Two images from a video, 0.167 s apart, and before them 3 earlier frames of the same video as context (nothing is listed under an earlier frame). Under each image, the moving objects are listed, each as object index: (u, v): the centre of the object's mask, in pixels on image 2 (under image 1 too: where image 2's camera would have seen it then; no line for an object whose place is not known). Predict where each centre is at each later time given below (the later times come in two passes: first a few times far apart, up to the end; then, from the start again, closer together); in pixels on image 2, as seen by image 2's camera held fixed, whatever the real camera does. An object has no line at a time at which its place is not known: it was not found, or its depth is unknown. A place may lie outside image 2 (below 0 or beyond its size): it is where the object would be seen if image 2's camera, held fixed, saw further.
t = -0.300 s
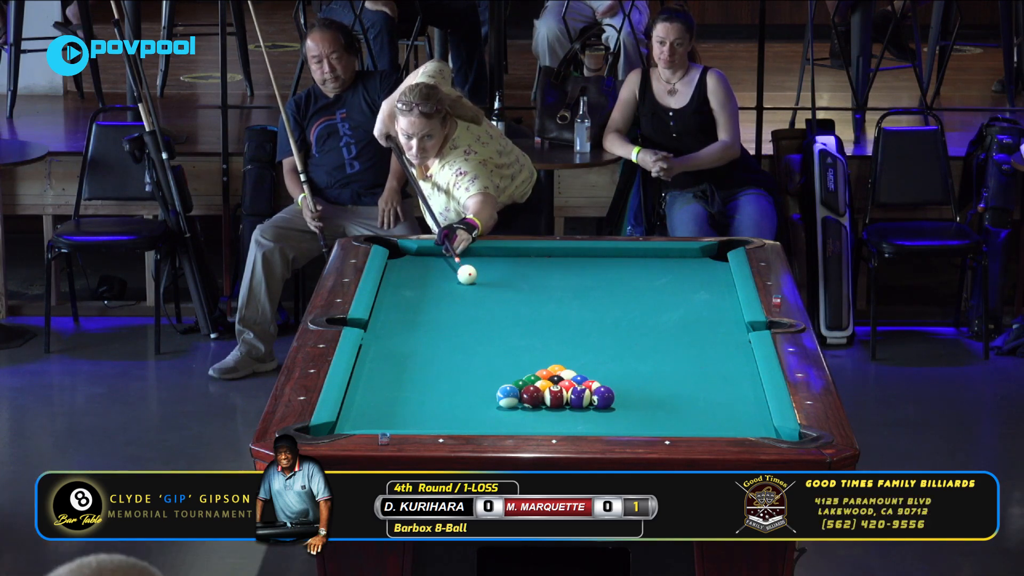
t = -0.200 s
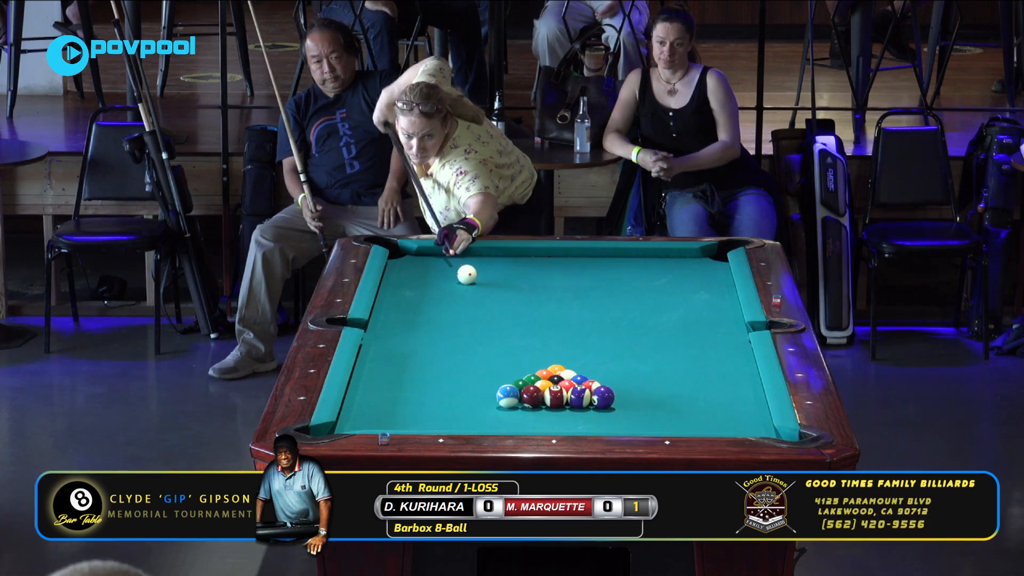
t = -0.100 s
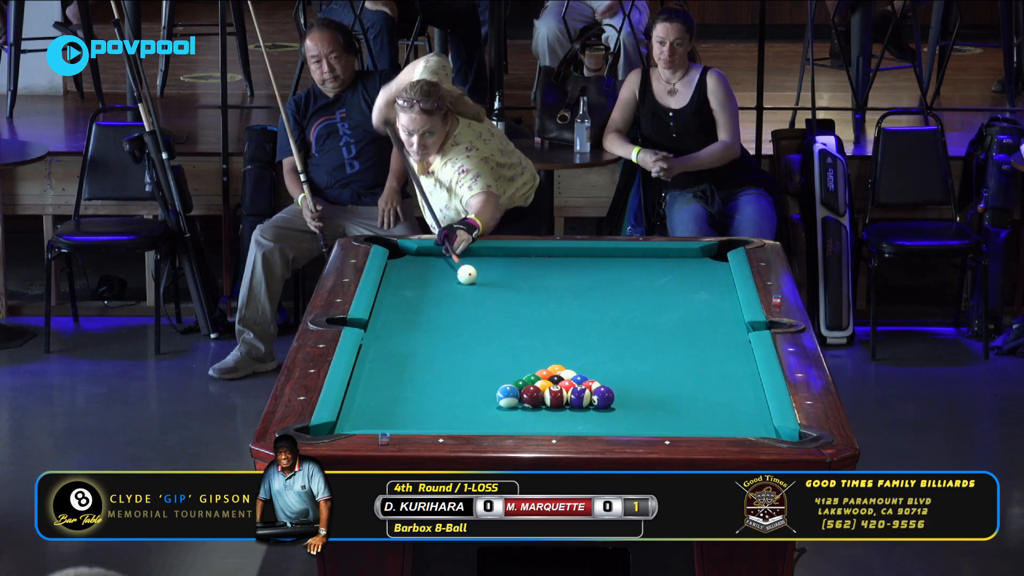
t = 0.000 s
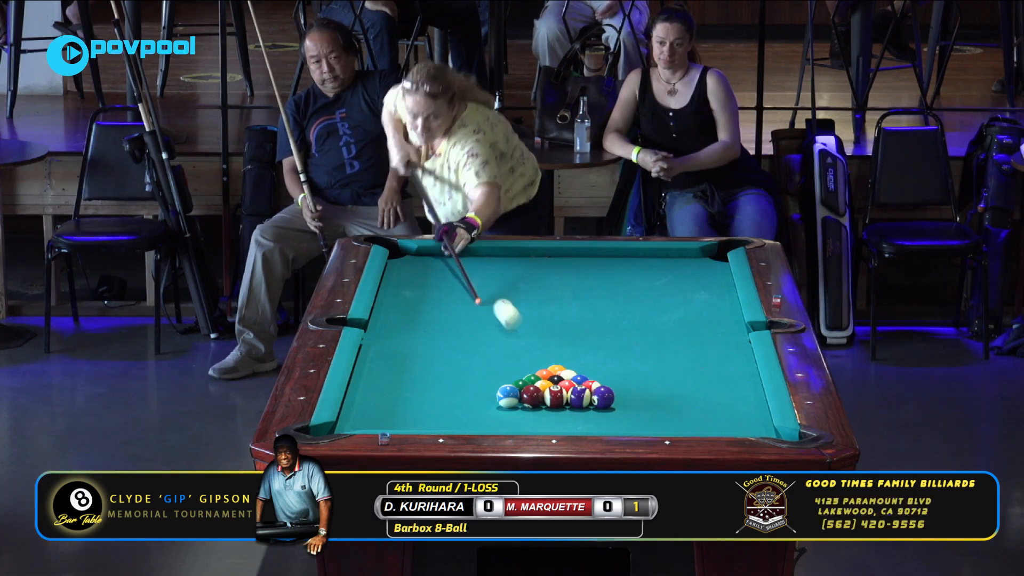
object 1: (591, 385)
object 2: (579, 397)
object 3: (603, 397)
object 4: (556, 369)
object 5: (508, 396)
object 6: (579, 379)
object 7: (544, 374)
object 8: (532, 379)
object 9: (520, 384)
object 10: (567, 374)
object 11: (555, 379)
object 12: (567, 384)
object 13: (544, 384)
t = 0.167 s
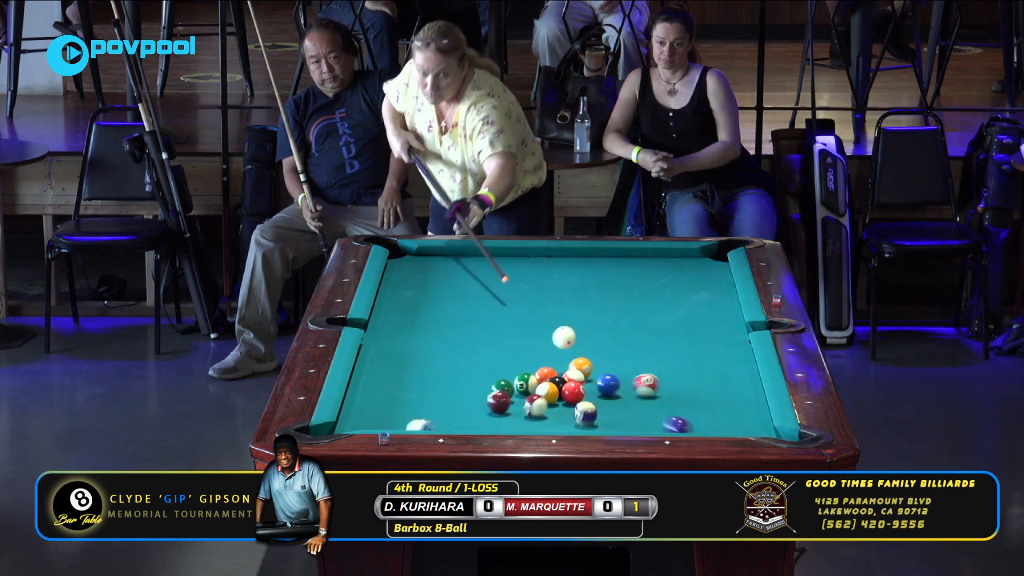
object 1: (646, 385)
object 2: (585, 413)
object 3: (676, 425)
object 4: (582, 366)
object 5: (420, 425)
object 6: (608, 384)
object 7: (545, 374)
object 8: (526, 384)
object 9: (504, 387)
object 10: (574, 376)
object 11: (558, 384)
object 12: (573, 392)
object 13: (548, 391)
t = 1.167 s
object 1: (563, 331)
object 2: (657, 369)
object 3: (672, 323)
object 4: (716, 312)
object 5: (489, 291)
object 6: (744, 385)
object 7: (555, 360)
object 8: (477, 373)
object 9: (364, 390)
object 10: (606, 376)
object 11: (567, 393)
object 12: (616, 403)
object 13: (572, 409)
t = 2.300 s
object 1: (409, 287)
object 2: (702, 310)
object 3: (586, 270)
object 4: (666, 253)
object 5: (652, 287)
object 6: (726, 386)
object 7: (560, 350)
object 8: (453, 368)
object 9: (421, 390)
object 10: (612, 376)
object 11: (568, 396)
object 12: (633, 408)
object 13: (586, 418)
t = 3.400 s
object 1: (496, 272)
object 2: (713, 275)
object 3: (461, 260)
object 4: (681, 274)
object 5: (726, 307)
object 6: (725, 387)
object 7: (560, 349)
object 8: (453, 367)
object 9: (447, 389)
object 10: (612, 376)
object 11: (568, 396)
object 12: (633, 408)
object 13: (586, 418)
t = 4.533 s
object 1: (553, 261)
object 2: (692, 268)
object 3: (432, 276)
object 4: (632, 278)
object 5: (726, 309)
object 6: (725, 387)
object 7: (560, 349)
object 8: (453, 367)
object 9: (448, 389)
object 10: (612, 376)
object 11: (568, 396)
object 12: (633, 408)
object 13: (586, 418)
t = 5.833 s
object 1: (581, 257)
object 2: (684, 267)
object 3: (492, 288)
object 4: (615, 279)
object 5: (726, 309)
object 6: (725, 387)
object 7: (560, 349)
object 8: (453, 367)
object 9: (448, 389)
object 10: (612, 376)
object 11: (568, 396)
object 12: (633, 408)
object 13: (586, 418)
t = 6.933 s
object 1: (582, 257)
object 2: (684, 267)
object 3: (514, 292)
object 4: (615, 279)
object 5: (726, 309)
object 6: (725, 387)
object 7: (560, 349)
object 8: (453, 367)
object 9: (448, 389)
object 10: (612, 376)
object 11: (568, 396)
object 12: (633, 408)
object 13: (586, 418)
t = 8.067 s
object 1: (582, 257)
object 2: (684, 267)
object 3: (516, 293)
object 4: (615, 279)
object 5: (726, 309)
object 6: (725, 387)
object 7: (558, 349)
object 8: (453, 367)
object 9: (448, 389)
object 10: (612, 376)
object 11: (568, 396)
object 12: (633, 408)
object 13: (586, 418)
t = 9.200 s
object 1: (582, 257)
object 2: (684, 267)
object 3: (516, 293)
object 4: (615, 279)
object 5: (726, 309)
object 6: (725, 387)
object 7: (560, 349)
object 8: (453, 367)
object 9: (448, 389)
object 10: (613, 376)
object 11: (568, 396)
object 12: (633, 408)
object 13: (586, 418)
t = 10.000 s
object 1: (582, 257)
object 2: (684, 267)
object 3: (516, 293)
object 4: (615, 279)
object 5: (726, 309)
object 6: (725, 387)
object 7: (560, 349)
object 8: (453, 367)
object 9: (448, 389)
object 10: (613, 376)
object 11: (568, 396)
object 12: (633, 408)
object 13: (586, 418)
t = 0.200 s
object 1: (661, 384)
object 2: (587, 419)
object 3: (698, 427)
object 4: (589, 366)
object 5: (409, 421)
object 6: (616, 384)
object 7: (545, 374)
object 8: (524, 384)
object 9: (499, 388)
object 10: (575, 376)
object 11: (559, 384)
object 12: (575, 393)
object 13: (548, 394)
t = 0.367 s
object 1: (729, 375)
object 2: (598, 424)
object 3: (751, 404)
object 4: (621, 360)
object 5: (366, 392)
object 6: (656, 383)
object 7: (548, 373)
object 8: (514, 381)
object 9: (472, 390)
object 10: (582, 377)
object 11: (562, 386)
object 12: (583, 395)
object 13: (553, 397)
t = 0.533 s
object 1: (714, 364)
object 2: (612, 413)
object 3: (722, 382)
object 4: (652, 353)
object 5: (385, 367)
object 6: (694, 382)
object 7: (550, 370)
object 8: (505, 379)
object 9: (448, 390)
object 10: (588, 377)
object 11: (564, 387)
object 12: (592, 397)
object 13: (558, 400)
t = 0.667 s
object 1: (681, 358)
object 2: (622, 403)
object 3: (710, 363)
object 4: (675, 344)
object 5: (408, 349)
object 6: (706, 382)
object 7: (552, 368)
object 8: (498, 377)
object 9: (429, 390)
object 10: (593, 377)
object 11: (565, 388)
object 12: (597, 399)
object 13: (562, 402)
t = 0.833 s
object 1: (640, 349)
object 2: (635, 391)
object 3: (696, 346)
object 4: (708, 336)
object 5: (437, 329)
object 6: (720, 384)
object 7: (553, 365)
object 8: (490, 376)
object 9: (407, 390)
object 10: (598, 376)
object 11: (566, 389)
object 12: (604, 400)
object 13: (566, 405)
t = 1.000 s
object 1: (601, 340)
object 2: (646, 380)
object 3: (683, 335)
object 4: (734, 322)
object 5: (464, 310)
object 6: (733, 384)
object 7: (554, 362)
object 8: (483, 374)
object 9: (385, 390)
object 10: (603, 376)
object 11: (567, 391)
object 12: (610, 402)
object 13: (569, 407)
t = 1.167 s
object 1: (563, 331)
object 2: (657, 369)
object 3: (672, 323)
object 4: (716, 312)
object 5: (489, 291)
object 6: (744, 385)
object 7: (555, 360)
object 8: (477, 373)
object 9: (364, 390)
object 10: (606, 376)
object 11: (567, 393)
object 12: (616, 403)
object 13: (572, 409)
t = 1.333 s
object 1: (527, 323)
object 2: (667, 358)
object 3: (658, 315)
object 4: (699, 302)
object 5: (512, 274)
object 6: (749, 386)
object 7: (556, 358)
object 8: (471, 372)
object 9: (364, 390)
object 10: (609, 375)
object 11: (568, 394)
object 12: (620, 404)
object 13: (575, 411)
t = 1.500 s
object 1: (493, 315)
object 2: (677, 349)
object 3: (646, 306)
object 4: (683, 293)
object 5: (533, 259)
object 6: (743, 386)
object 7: (557, 356)
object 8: (467, 370)
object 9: (377, 391)
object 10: (611, 375)
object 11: (568, 395)
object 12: (625, 405)
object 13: (578, 413)
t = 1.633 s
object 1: (467, 309)
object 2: (684, 342)
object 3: (637, 299)
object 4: (670, 286)
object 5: (554, 254)
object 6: (739, 386)
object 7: (558, 355)
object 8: (463, 370)
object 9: (385, 391)
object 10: (612, 376)
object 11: (568, 396)
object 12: (627, 406)
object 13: (580, 414)
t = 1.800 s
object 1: (435, 302)
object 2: (692, 332)
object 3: (626, 291)
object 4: (655, 277)
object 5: (589, 263)
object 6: (735, 386)
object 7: (558, 354)
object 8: (460, 369)
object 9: (396, 391)
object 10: (612, 376)
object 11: (568, 396)
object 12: (630, 407)
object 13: (582, 415)
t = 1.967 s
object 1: (404, 295)
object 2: (700, 324)
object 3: (616, 283)
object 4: (643, 269)
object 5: (623, 269)
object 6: (731, 386)
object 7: (559, 352)
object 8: (457, 368)
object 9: (405, 390)
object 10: (612, 376)
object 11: (568, 396)
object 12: (631, 407)
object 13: (584, 417)
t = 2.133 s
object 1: (394, 290)
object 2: (701, 317)
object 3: (604, 276)
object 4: (656, 261)
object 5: (634, 279)
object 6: (728, 386)
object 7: (559, 351)
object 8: (455, 368)
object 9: (414, 390)
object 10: (612, 376)
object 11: (568, 396)
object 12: (633, 408)
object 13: (585, 417)
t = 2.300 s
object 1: (409, 287)
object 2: (702, 310)
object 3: (586, 270)
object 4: (666, 253)
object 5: (652, 287)
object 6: (726, 386)
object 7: (560, 350)
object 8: (453, 368)
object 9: (421, 390)
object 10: (612, 376)
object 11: (568, 396)
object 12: (633, 408)
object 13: (586, 418)
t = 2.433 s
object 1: (422, 285)
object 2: (701, 304)
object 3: (573, 265)
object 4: (671, 254)
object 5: (666, 293)
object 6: (726, 386)
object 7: (560, 350)
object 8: (453, 368)
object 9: (427, 390)
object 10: (612, 376)
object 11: (568, 396)
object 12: (633, 408)
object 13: (586, 418)
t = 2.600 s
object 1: (436, 282)
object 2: (702, 297)
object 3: (557, 259)
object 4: (675, 258)
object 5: (684, 300)
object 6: (725, 387)
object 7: (560, 349)
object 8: (452, 368)
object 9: (433, 390)
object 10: (612, 376)
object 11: (568, 396)
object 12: (633, 408)
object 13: (586, 418)
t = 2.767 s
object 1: (450, 280)
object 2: (704, 291)
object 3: (542, 254)
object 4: (678, 262)
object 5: (696, 302)
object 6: (725, 387)
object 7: (560, 349)
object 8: (453, 368)
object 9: (437, 390)
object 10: (612, 376)
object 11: (568, 396)
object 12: (633, 408)
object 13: (586, 418)
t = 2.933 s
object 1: (463, 277)
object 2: (704, 287)
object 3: (523, 252)
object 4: (682, 266)
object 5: (708, 303)
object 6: (725, 386)
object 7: (560, 349)
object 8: (453, 368)
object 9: (442, 389)
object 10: (612, 376)
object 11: (568, 396)
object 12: (633, 408)
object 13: (586, 418)
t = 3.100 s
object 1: (475, 275)
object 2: (704, 282)
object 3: (501, 255)
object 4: (685, 270)
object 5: (715, 306)
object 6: (725, 387)
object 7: (560, 349)
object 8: (453, 367)
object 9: (445, 389)
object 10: (612, 376)
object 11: (568, 396)
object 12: (633, 408)
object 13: (586, 418)
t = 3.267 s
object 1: (487, 273)
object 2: (704, 277)
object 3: (478, 257)
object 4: (687, 273)
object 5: (721, 307)
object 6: (725, 387)
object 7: (560, 349)
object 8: (453, 367)
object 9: (447, 389)
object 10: (612, 376)
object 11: (568, 396)
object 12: (633, 408)
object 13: (586, 418)
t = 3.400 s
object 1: (496, 272)
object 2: (713, 275)
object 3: (461, 260)
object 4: (681, 274)
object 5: (726, 307)
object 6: (725, 387)
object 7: (560, 349)
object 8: (453, 367)
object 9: (447, 389)
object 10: (612, 376)
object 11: (568, 396)
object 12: (633, 408)
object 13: (586, 418)
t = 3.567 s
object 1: (506, 269)
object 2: (721, 273)
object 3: (439, 262)
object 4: (672, 275)
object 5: (730, 307)
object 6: (725, 387)
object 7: (560, 349)
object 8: (453, 367)
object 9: (448, 389)
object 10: (612, 376)
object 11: (568, 396)
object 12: (633, 408)
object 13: (586, 418)
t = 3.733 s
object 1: (515, 268)
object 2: (714, 272)
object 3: (418, 265)
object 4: (664, 275)
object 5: (729, 307)
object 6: (725, 387)
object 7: (560, 349)
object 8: (453, 367)
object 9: (448, 389)
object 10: (612, 376)
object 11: (568, 396)
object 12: (633, 408)
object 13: (586, 418)
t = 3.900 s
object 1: (525, 266)
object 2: (708, 271)
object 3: (398, 267)
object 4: (655, 276)
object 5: (727, 308)
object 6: (725, 387)
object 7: (560, 349)
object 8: (453, 367)
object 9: (448, 389)
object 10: (612, 376)
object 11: (568, 396)
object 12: (633, 408)
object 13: (586, 418)
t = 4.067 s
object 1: (533, 265)
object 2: (703, 270)
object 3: (402, 269)
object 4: (648, 277)
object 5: (726, 308)
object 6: (725, 387)
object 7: (560, 349)
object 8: (453, 367)
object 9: (448, 389)
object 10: (612, 376)
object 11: (568, 396)
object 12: (633, 408)
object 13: (586, 418)
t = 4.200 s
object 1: (539, 264)
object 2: (699, 270)
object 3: (411, 271)
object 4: (643, 277)
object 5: (726, 309)
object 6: (725, 387)
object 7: (560, 349)
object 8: (453, 367)
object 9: (448, 389)
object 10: (612, 376)
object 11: (568, 396)
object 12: (633, 408)
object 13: (586, 418)
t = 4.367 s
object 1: (547, 263)
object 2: (695, 269)
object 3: (422, 273)
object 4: (637, 277)
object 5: (726, 309)
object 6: (725, 387)
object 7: (560, 349)
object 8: (453, 367)
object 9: (448, 389)
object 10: (612, 376)
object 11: (568, 396)
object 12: (633, 408)
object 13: (586, 418)
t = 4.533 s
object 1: (553, 261)
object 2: (692, 268)
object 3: (432, 276)
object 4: (632, 278)
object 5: (726, 309)
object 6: (725, 387)
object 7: (560, 349)
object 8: (453, 367)
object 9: (448, 389)
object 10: (612, 376)
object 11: (568, 396)
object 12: (633, 408)
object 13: (586, 418)
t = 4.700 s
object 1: (559, 261)
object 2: (689, 268)
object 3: (442, 277)
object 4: (627, 278)
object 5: (726, 309)
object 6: (725, 387)
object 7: (560, 349)
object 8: (453, 367)
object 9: (448, 389)
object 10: (612, 376)
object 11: (568, 396)
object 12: (633, 408)
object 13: (586, 418)
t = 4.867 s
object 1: (564, 260)
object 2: (687, 268)
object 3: (451, 279)
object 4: (624, 279)
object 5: (726, 309)
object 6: (725, 387)
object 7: (560, 349)
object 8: (453, 367)
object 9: (448, 389)
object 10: (612, 376)
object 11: (568, 396)
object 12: (633, 408)
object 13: (586, 418)
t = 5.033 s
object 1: (568, 258)
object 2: (685, 267)
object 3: (460, 281)
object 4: (620, 279)
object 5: (726, 309)
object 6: (725, 387)
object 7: (560, 349)
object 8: (453, 367)
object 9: (448, 389)
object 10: (612, 376)
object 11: (568, 396)
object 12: (633, 408)
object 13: (586, 418)
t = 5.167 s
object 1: (571, 258)
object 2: (685, 267)
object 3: (466, 282)
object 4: (618, 279)
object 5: (726, 309)
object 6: (725, 387)
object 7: (560, 349)
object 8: (453, 367)
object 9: (448, 389)
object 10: (612, 376)
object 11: (568, 396)
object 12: (633, 408)
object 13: (586, 418)
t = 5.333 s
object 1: (575, 258)
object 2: (685, 267)
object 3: (474, 284)
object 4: (617, 279)
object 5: (726, 309)
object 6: (725, 387)
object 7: (560, 349)
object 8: (453, 367)
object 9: (448, 389)
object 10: (612, 376)
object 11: (568, 396)
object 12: (633, 408)
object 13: (586, 418)
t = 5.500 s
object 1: (578, 257)
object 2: (684, 267)
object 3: (481, 285)
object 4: (616, 279)
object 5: (726, 309)
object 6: (725, 387)
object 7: (560, 349)
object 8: (453, 367)
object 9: (448, 389)
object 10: (612, 376)
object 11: (568, 396)
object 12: (633, 408)
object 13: (586, 418)
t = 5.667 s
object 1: (580, 257)
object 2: (685, 267)
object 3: (487, 286)
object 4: (615, 279)
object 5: (726, 309)
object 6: (725, 387)
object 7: (560, 349)
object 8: (453, 367)
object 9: (448, 389)
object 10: (612, 376)
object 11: (568, 396)
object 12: (633, 408)
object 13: (586, 418)
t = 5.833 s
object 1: (581, 257)
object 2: (684, 267)
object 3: (492, 288)
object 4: (615, 279)
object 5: (726, 309)
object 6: (725, 387)
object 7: (560, 349)
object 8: (453, 367)
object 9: (448, 389)
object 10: (612, 376)
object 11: (568, 396)
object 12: (633, 408)
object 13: (586, 418)
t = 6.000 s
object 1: (582, 257)
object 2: (684, 267)
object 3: (497, 289)
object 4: (615, 279)
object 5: (726, 309)
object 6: (725, 387)
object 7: (560, 349)
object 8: (453, 367)
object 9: (448, 389)
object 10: (612, 376)
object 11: (568, 396)
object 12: (633, 408)
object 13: (586, 418)
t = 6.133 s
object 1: (582, 257)
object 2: (684, 267)
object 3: (501, 289)
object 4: (615, 279)
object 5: (726, 309)
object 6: (725, 387)
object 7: (560, 349)
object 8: (453, 367)
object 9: (448, 389)
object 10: (612, 376)
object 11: (568, 396)
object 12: (633, 408)
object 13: (586, 418)
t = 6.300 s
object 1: (582, 257)
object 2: (684, 267)
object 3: (505, 290)
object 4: (615, 279)
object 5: (726, 309)
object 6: (725, 387)
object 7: (560, 349)
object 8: (453, 367)
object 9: (448, 389)
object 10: (612, 376)
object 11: (568, 396)
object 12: (633, 408)
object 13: (586, 418)
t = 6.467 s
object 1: (582, 257)
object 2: (684, 267)
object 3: (508, 291)
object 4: (615, 279)
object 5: (726, 309)
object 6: (725, 387)
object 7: (560, 349)
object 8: (453, 367)
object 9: (448, 389)
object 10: (612, 376)
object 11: (568, 396)
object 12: (633, 408)
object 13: (586, 418)
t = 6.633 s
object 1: (582, 257)
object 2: (684, 267)
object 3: (511, 292)
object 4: (615, 279)
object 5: (726, 309)
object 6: (725, 387)
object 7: (560, 349)
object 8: (453, 367)
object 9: (448, 389)
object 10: (612, 376)
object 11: (568, 396)
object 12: (633, 408)
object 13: (586, 418)
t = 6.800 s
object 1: (582, 257)
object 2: (684, 267)
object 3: (513, 292)
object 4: (615, 279)
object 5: (726, 309)
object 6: (725, 387)
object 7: (560, 349)
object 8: (453, 367)
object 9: (448, 389)
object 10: (613, 376)
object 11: (568, 396)
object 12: (633, 408)
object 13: (586, 418)
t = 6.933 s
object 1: (582, 257)
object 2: (684, 267)
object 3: (514, 292)
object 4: (615, 279)
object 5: (726, 309)
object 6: (725, 387)
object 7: (560, 349)
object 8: (453, 367)
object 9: (448, 389)
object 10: (612, 376)
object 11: (568, 396)
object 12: (633, 408)
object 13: (586, 418)
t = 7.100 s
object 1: (582, 257)
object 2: (684, 267)
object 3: (515, 293)
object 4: (615, 279)
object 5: (726, 309)
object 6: (725, 387)
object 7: (558, 349)
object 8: (453, 367)
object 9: (448, 389)
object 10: (612, 376)
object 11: (568, 396)
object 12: (633, 408)
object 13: (586, 418)
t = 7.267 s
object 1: (582, 257)
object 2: (684, 267)
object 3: (516, 293)
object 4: (615, 279)
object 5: (726, 309)
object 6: (725, 387)
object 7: (558, 349)
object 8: (453, 367)
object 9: (448, 389)
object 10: (612, 376)
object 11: (568, 396)
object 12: (633, 408)
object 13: (586, 418)
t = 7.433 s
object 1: (582, 257)
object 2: (684, 267)
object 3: (516, 293)
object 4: (615, 279)
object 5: (726, 309)
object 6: (725, 387)
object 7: (558, 349)
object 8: (453, 367)
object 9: (448, 389)
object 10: (613, 376)
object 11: (568, 396)
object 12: (633, 408)
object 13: (586, 418)
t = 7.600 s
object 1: (582, 257)
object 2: (684, 267)
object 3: (516, 293)
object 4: (615, 279)
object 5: (726, 309)
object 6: (725, 387)
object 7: (558, 349)
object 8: (453, 367)
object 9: (448, 389)
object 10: (613, 376)
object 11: (568, 396)
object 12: (633, 408)
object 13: (586, 418)
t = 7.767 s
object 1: (582, 257)
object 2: (684, 267)
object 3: (516, 293)
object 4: (615, 279)
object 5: (726, 309)
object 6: (725, 387)
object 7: (558, 349)
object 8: (453, 367)
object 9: (448, 389)
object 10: (612, 376)
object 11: (568, 396)
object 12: (633, 408)
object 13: (586, 418)
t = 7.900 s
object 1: (582, 257)
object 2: (684, 267)
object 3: (516, 293)
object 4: (615, 279)
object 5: (725, 309)
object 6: (725, 386)
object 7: (559, 349)
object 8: (453, 367)
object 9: (448, 389)
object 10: (613, 376)
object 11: (567, 395)
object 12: (633, 408)
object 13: (586, 418)
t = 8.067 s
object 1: (582, 257)
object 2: (684, 267)
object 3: (516, 293)
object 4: (615, 279)
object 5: (726, 309)
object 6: (725, 387)
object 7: (558, 349)
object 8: (453, 367)
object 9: (448, 389)
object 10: (612, 376)
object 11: (568, 396)
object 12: (633, 408)
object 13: (586, 418)
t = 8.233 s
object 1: (582, 257)
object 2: (684, 267)
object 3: (516, 293)
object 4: (615, 279)
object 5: (726, 309)
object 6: (725, 387)
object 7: (558, 349)
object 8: (453, 367)
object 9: (448, 389)
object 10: (613, 376)
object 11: (568, 396)
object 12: (633, 408)
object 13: (586, 418)
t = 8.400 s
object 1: (582, 257)
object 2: (684, 267)
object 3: (516, 293)
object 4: (615, 279)
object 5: (726, 309)
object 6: (725, 387)
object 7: (558, 349)
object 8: (453, 367)
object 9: (448, 389)
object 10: (613, 376)
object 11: (568, 396)
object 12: (633, 408)
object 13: (586, 418)
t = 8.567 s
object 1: (582, 257)
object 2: (684, 267)
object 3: (516, 293)
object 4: (615, 279)
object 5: (726, 309)
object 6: (725, 387)
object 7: (558, 349)
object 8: (453, 367)
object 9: (448, 389)
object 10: (613, 376)
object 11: (568, 396)
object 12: (633, 408)
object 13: (586, 418)
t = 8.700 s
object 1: (582, 257)
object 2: (684, 267)
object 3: (516, 293)
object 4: (615, 279)
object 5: (726, 309)
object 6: (725, 387)
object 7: (560, 349)
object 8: (453, 367)
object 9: (448, 389)
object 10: (613, 376)
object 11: (568, 396)
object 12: (633, 408)
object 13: (586, 418)
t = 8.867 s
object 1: (582, 257)
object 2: (684, 267)
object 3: (516, 293)
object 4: (615, 279)
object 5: (726, 309)
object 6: (725, 387)
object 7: (560, 349)
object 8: (453, 367)
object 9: (448, 389)
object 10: (613, 376)
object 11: (568, 396)
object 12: (633, 408)
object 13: (586, 418)
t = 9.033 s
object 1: (582, 257)
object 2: (684, 267)
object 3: (516, 293)
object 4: (615, 279)
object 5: (726, 309)
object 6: (725, 387)
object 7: (560, 349)
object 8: (453, 367)
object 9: (448, 389)
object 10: (613, 376)
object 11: (568, 396)
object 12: (633, 408)
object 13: (586, 418)
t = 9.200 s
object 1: (582, 257)
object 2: (684, 267)
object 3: (516, 293)
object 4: (615, 279)
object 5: (726, 309)
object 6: (725, 387)
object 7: (560, 349)
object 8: (453, 367)
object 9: (448, 389)
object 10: (613, 376)
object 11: (568, 396)
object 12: (633, 408)
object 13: (586, 418)
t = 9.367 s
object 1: (582, 257)
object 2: (684, 267)
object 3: (516, 293)
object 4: (615, 279)
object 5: (726, 309)
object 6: (725, 387)
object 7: (560, 349)
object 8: (453, 367)
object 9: (448, 389)
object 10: (613, 376)
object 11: (568, 396)
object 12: (633, 408)
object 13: (586, 418)
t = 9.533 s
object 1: (582, 257)
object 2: (684, 267)
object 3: (516, 293)
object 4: (615, 279)
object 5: (726, 309)
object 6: (725, 387)
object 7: (560, 349)
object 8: (453, 367)
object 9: (448, 389)
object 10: (613, 376)
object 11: (568, 396)
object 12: (633, 408)
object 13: (586, 418)
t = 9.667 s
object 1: (582, 257)
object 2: (684, 267)
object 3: (516, 293)
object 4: (615, 279)
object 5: (726, 309)
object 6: (725, 387)
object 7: (560, 349)
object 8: (453, 367)
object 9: (448, 389)
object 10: (613, 376)
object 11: (568, 396)
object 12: (633, 408)
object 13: (586, 418)
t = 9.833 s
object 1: (582, 257)
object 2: (684, 267)
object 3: (516, 293)
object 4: (615, 279)
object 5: (726, 309)
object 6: (725, 387)
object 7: (560, 349)
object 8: (453, 367)
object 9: (448, 389)
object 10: (613, 376)
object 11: (568, 396)
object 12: (633, 408)
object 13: (586, 418)
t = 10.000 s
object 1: (582, 257)
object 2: (684, 267)
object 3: (516, 293)
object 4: (615, 279)
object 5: (726, 309)
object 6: (725, 387)
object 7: (560, 349)
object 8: (453, 367)
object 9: (448, 389)
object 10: (613, 376)
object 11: (568, 396)
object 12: (633, 408)
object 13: (586, 418)
